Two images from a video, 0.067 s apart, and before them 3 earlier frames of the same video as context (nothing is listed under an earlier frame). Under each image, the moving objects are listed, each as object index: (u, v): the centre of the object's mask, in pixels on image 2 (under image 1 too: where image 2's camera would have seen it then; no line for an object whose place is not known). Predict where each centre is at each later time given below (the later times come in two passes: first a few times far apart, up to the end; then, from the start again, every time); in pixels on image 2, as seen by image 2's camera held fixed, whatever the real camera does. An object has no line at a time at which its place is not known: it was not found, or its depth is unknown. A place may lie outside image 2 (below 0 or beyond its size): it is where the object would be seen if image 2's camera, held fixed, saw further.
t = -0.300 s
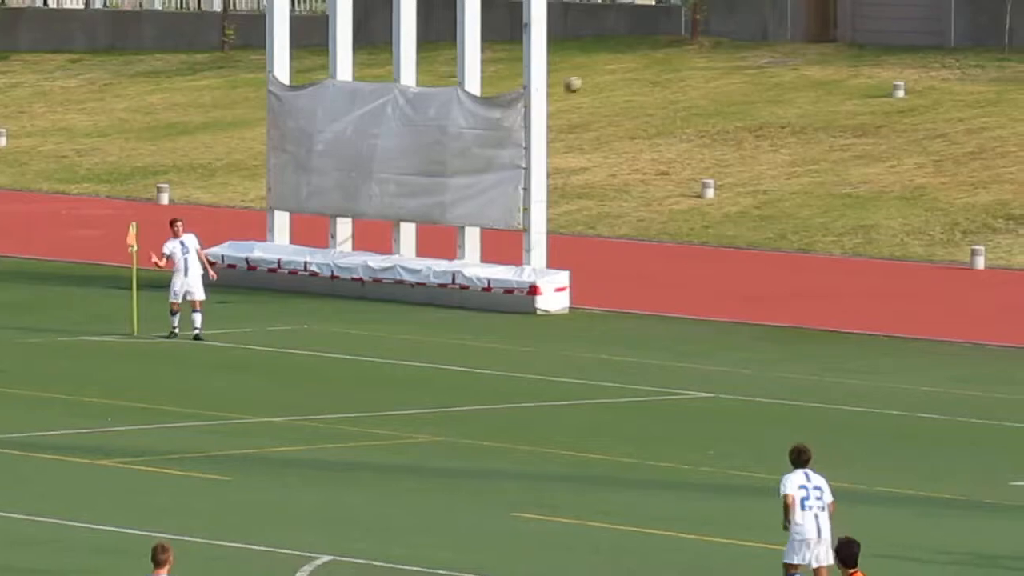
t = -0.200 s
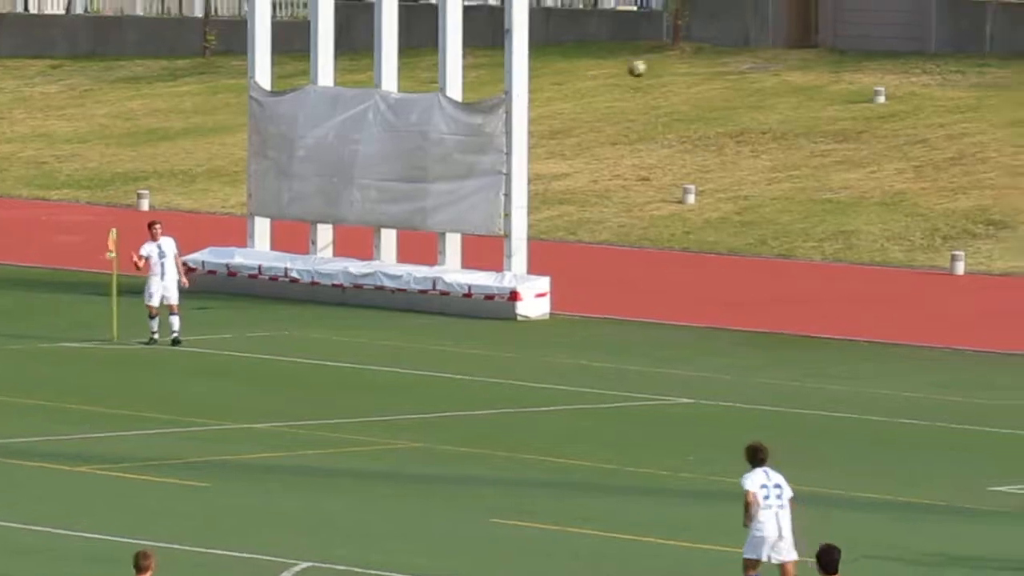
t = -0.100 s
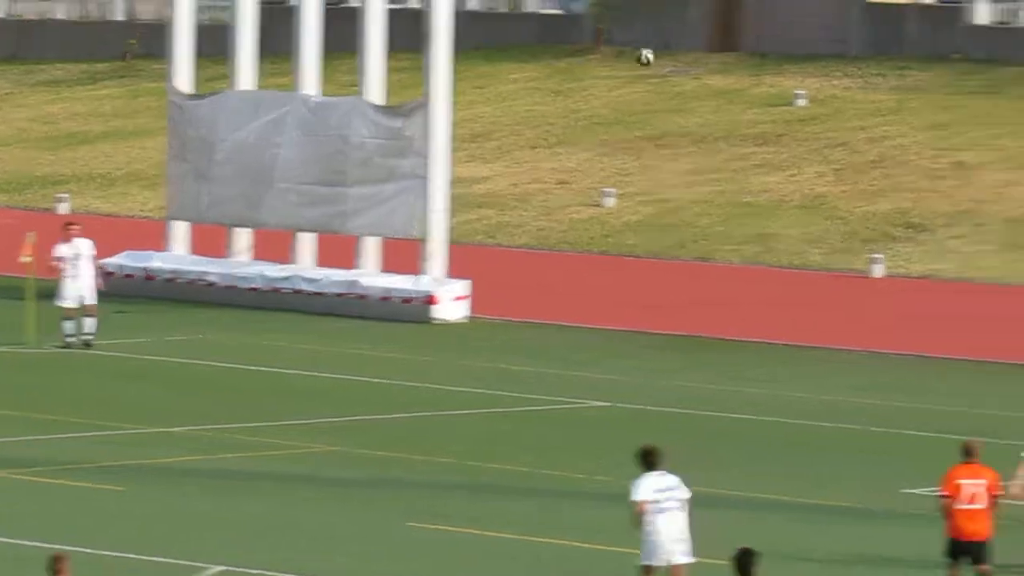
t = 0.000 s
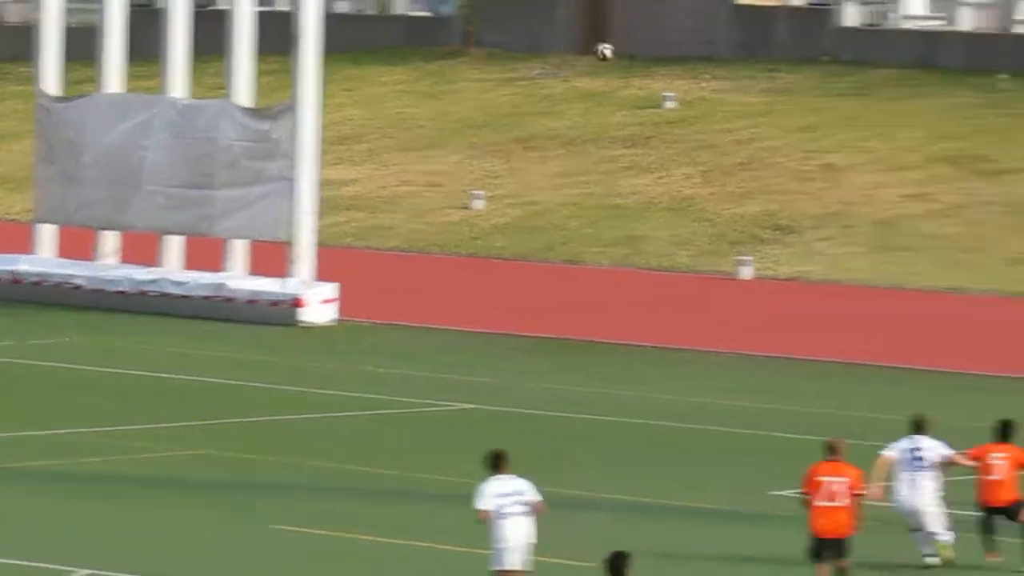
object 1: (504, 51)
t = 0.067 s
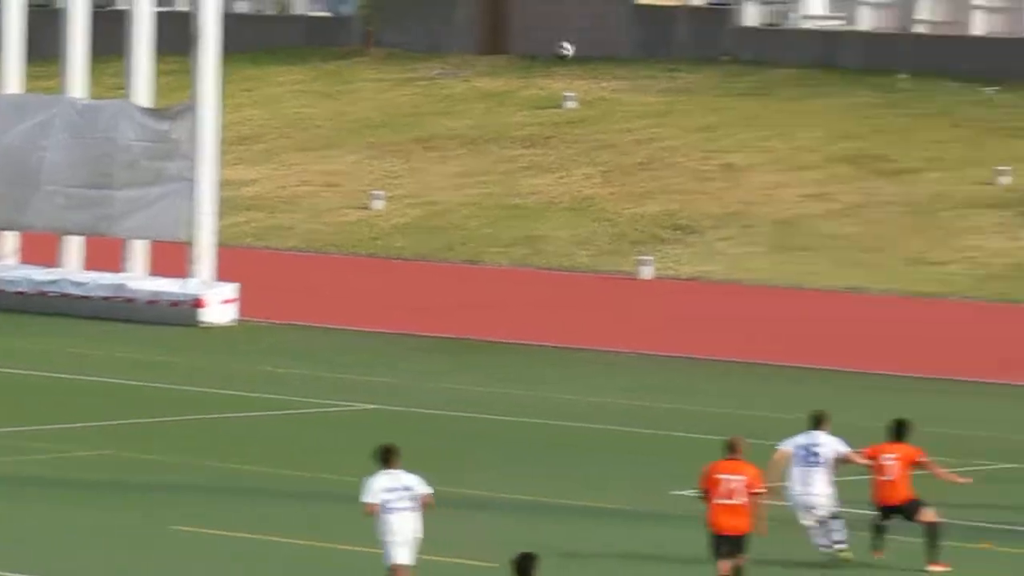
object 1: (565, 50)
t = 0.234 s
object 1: (722, 62)
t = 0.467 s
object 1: (958, 117)
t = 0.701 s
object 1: (1223, 226)
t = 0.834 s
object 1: (1393, 319)
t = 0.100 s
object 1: (596, 51)
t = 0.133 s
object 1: (628, 52)
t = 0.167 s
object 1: (657, 54)
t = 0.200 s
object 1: (690, 58)
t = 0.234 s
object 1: (722, 62)
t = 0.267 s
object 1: (755, 68)
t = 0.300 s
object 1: (788, 73)
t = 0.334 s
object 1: (821, 80)
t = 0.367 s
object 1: (854, 88)
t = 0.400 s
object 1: (888, 95)
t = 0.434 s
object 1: (923, 107)
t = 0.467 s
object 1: (958, 117)
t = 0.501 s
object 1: (993, 129)
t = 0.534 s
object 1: (1030, 143)
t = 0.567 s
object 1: (1067, 157)
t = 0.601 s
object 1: (1105, 173)
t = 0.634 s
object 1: (1144, 190)
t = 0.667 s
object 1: (1183, 207)
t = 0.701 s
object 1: (1223, 226)
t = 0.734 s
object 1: (1264, 247)
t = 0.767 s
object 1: (1305, 269)
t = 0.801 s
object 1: (1348, 292)
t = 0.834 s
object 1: (1393, 319)
